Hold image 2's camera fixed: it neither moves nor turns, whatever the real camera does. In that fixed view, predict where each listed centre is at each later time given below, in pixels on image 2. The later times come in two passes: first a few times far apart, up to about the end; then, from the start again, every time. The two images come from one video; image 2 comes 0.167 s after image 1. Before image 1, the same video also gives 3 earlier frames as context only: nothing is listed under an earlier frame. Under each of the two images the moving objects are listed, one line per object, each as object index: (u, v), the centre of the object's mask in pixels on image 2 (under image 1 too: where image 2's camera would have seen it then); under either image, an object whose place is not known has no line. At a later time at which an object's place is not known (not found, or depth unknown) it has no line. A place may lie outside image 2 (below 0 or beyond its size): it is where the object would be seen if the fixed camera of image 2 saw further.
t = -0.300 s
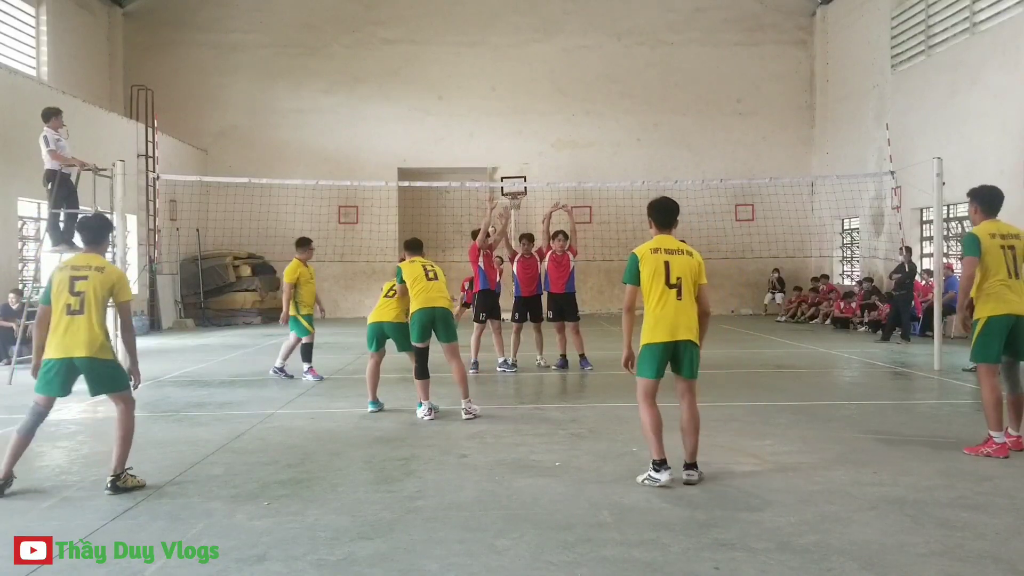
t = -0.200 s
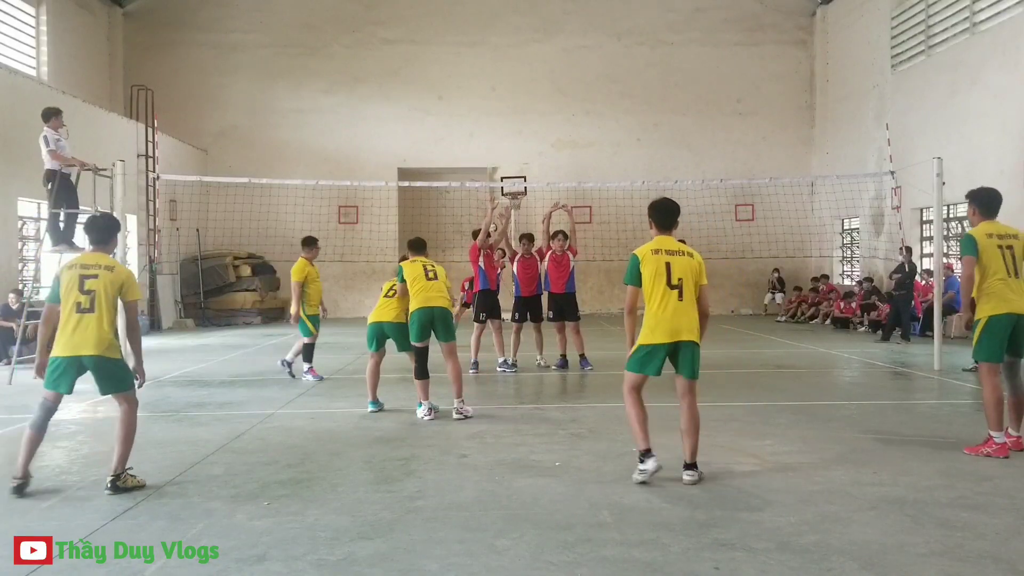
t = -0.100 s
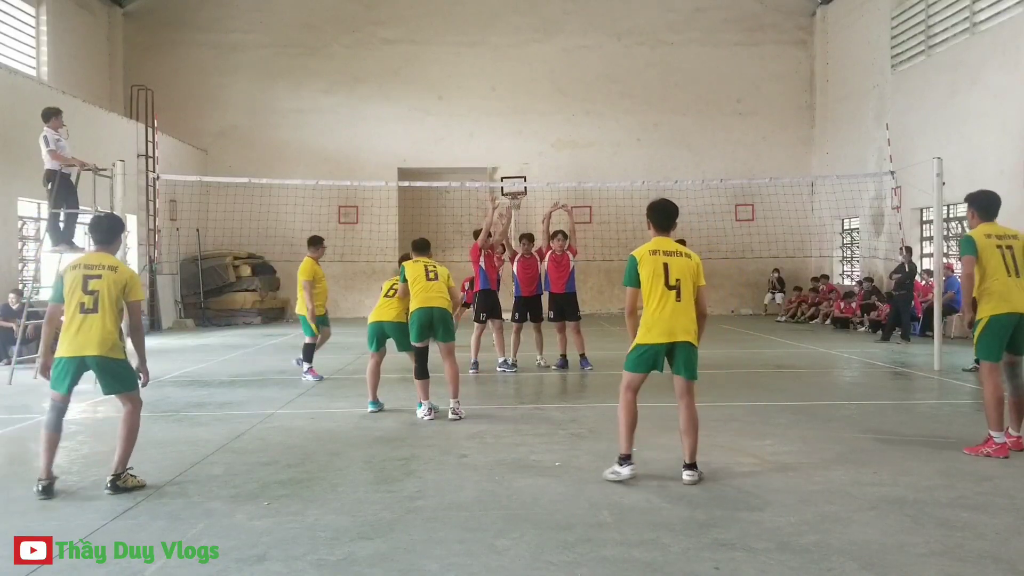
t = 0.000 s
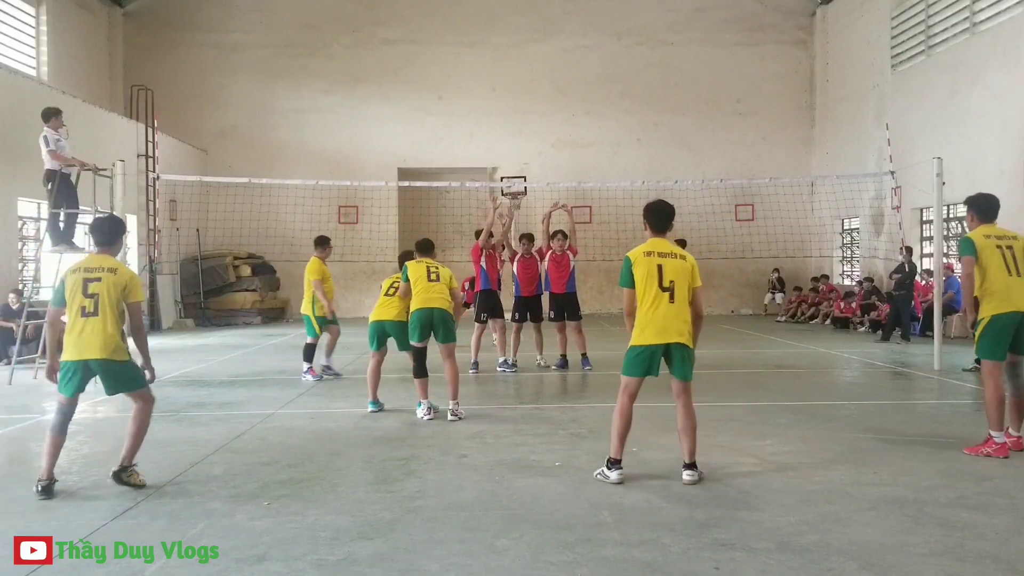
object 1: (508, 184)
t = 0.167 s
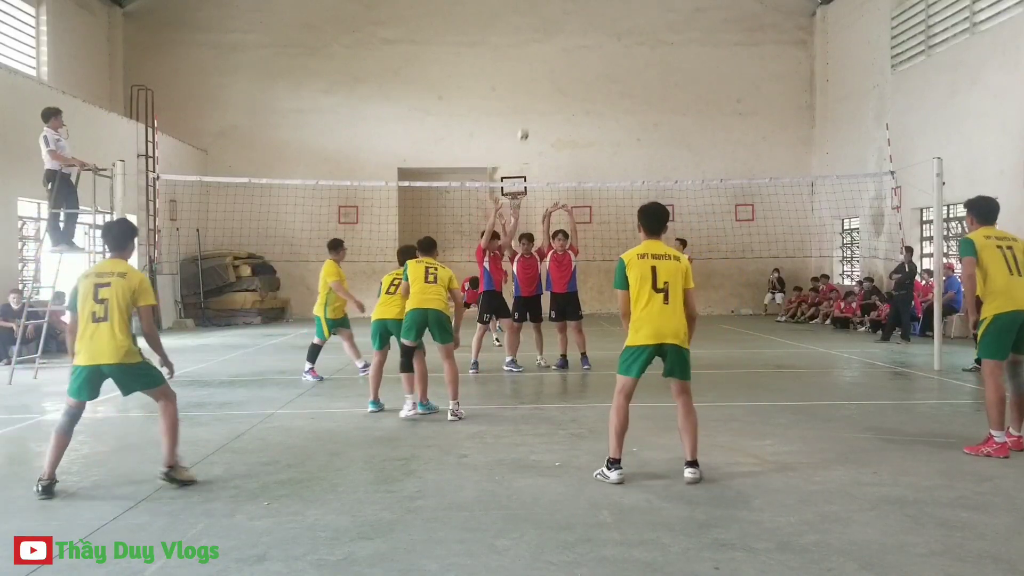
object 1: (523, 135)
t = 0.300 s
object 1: (536, 100)
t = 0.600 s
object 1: (569, 40)
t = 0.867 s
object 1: (604, 28)
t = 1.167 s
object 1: (648, 92)
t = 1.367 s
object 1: (691, 216)
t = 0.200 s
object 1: (526, 126)
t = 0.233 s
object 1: (530, 117)
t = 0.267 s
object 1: (533, 109)
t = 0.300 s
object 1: (536, 100)
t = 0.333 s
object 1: (540, 92)
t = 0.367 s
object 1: (543, 85)
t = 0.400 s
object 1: (547, 77)
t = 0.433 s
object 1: (551, 69)
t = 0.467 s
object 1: (555, 63)
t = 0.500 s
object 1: (558, 57)
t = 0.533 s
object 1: (562, 50)
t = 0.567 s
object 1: (566, 45)
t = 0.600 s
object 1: (569, 40)
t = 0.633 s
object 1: (573, 36)
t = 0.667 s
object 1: (577, 33)
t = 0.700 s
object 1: (581, 30)
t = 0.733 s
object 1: (586, 28)
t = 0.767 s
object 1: (590, 27)
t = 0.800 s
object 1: (594, 26)
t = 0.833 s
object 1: (599, 27)
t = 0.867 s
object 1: (604, 28)
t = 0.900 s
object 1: (607, 31)
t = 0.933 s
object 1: (612, 35)
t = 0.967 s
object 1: (617, 39)
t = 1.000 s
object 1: (622, 44)
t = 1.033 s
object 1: (627, 51)
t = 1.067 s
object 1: (632, 59)
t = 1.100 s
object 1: (637, 68)
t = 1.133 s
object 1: (643, 79)
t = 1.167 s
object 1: (648, 92)
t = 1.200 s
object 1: (654, 107)
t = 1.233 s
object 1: (660, 124)
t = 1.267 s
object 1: (666, 142)
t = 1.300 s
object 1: (678, 166)
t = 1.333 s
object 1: (684, 189)
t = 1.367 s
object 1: (691, 216)
